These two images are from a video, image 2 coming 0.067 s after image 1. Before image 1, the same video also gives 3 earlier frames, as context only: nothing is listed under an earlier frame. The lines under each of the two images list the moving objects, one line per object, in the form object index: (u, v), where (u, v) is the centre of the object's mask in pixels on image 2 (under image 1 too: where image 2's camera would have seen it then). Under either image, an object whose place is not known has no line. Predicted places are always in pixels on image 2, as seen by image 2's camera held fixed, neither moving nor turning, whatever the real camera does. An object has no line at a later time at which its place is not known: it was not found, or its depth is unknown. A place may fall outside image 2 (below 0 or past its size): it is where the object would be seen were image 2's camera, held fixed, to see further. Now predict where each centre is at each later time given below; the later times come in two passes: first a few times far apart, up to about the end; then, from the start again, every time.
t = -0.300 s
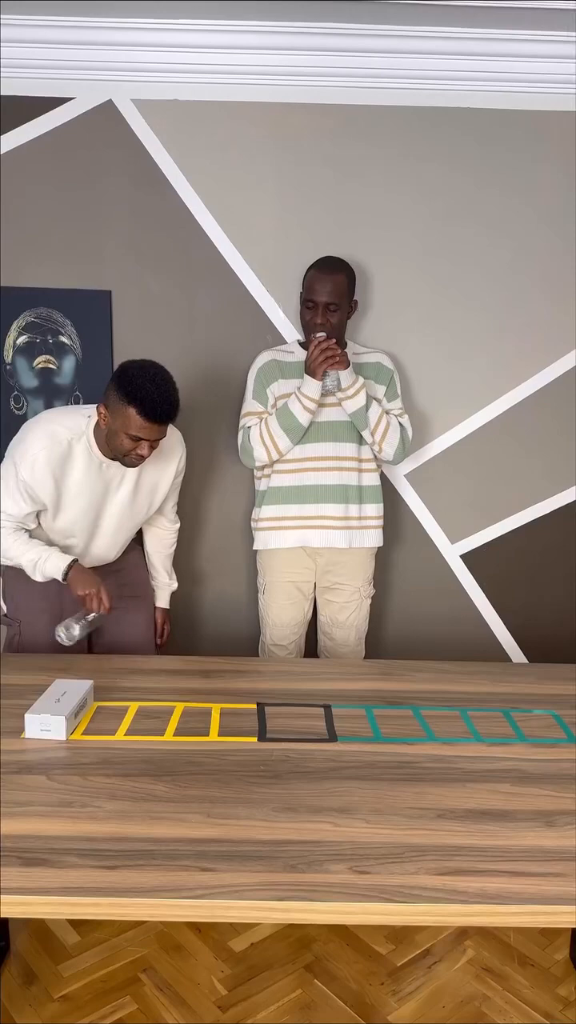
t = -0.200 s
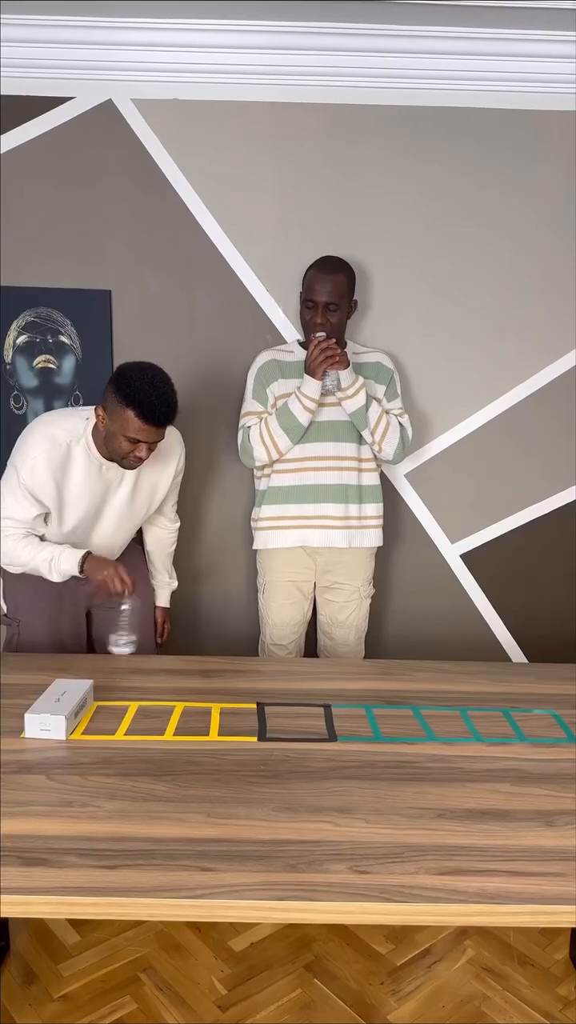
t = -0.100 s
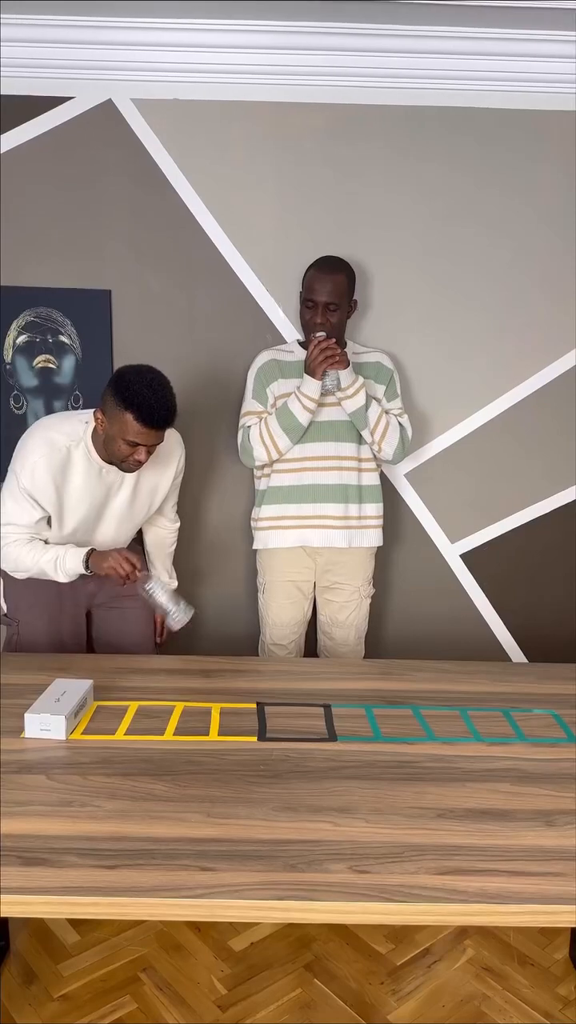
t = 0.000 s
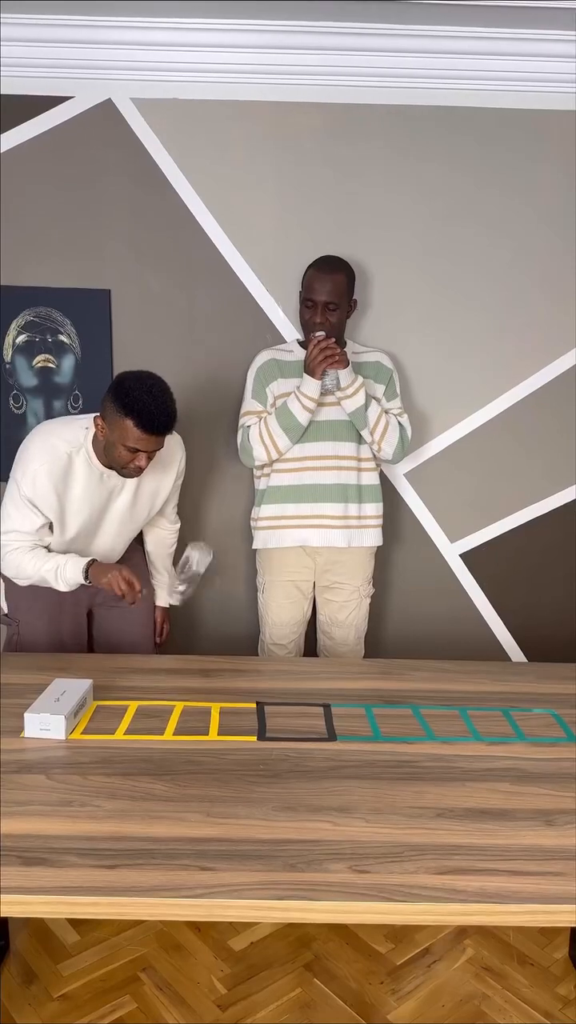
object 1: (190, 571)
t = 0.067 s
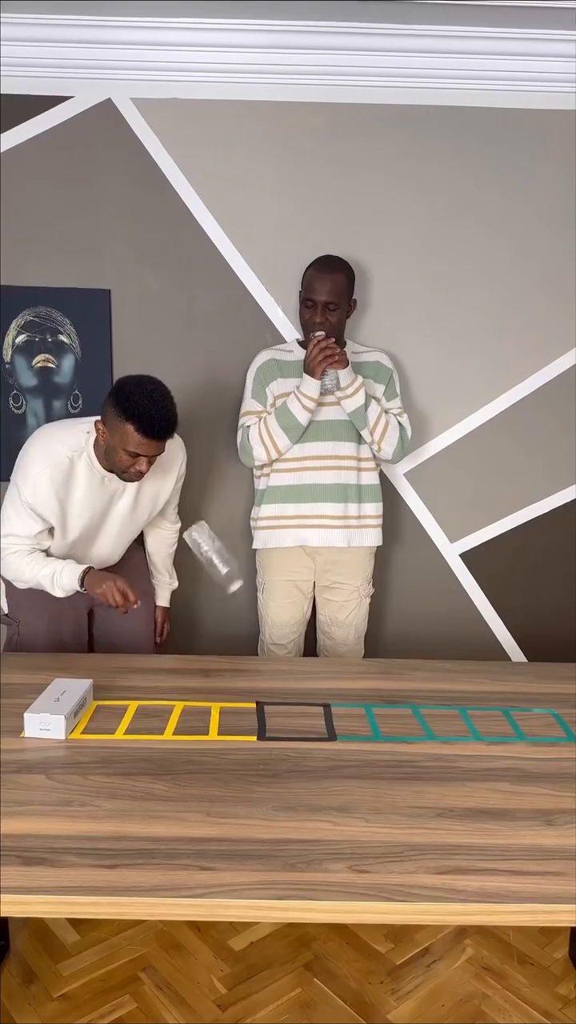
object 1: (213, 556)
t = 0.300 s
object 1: (223, 597)
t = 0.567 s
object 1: (216, 683)
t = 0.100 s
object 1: (220, 543)
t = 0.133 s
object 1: (219, 537)
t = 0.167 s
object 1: (221, 537)
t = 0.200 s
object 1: (220, 544)
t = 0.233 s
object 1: (220, 556)
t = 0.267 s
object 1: (222, 574)
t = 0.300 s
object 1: (223, 597)
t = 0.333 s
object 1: (225, 625)
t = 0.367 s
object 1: (226, 654)
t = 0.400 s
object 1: (224, 656)
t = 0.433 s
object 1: (221, 663)
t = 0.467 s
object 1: (220, 672)
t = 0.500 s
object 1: (220, 680)
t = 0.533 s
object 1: (218, 681)
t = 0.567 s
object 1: (216, 683)
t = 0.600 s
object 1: (214, 685)
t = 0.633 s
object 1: (213, 687)
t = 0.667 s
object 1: (212, 688)
